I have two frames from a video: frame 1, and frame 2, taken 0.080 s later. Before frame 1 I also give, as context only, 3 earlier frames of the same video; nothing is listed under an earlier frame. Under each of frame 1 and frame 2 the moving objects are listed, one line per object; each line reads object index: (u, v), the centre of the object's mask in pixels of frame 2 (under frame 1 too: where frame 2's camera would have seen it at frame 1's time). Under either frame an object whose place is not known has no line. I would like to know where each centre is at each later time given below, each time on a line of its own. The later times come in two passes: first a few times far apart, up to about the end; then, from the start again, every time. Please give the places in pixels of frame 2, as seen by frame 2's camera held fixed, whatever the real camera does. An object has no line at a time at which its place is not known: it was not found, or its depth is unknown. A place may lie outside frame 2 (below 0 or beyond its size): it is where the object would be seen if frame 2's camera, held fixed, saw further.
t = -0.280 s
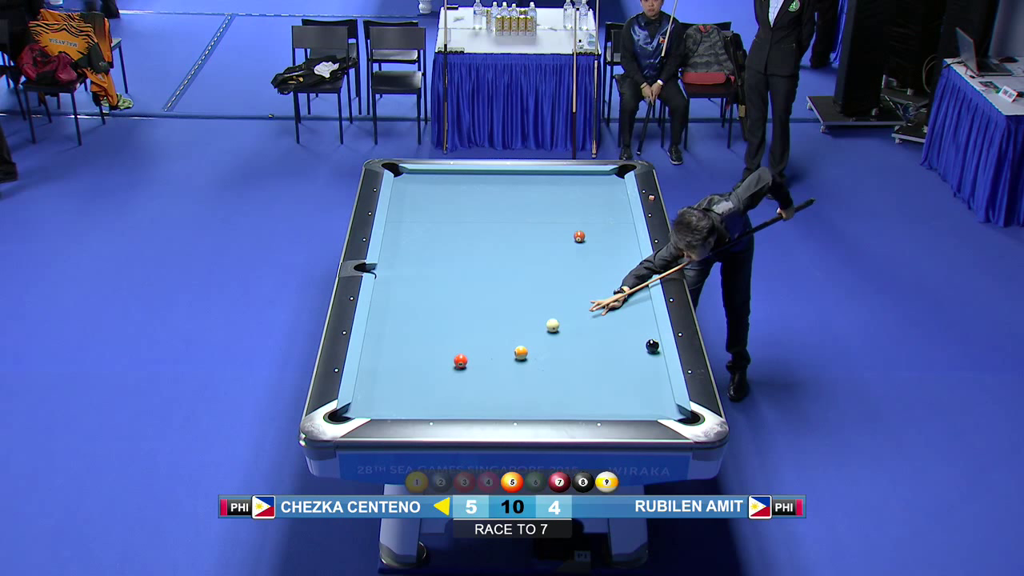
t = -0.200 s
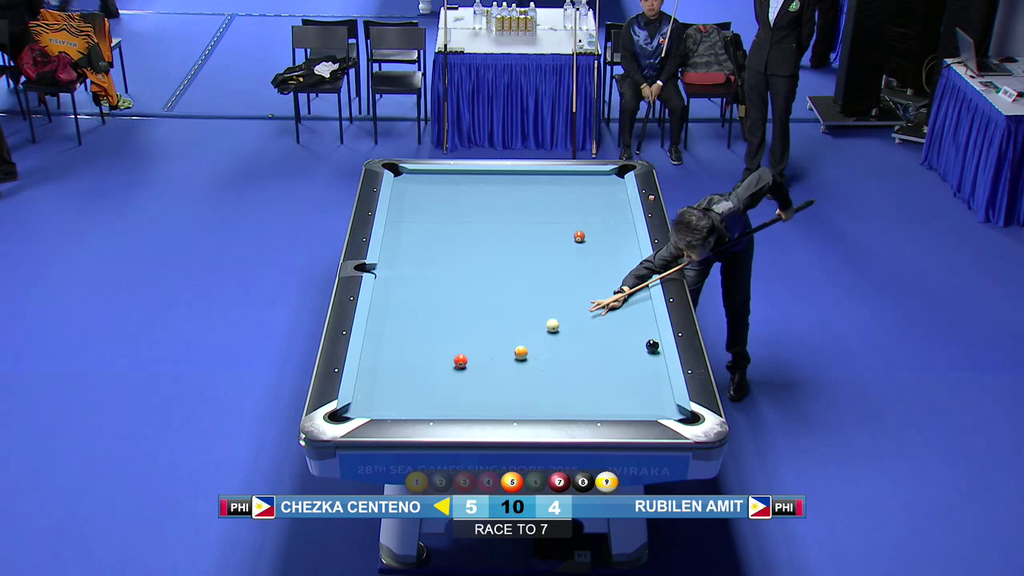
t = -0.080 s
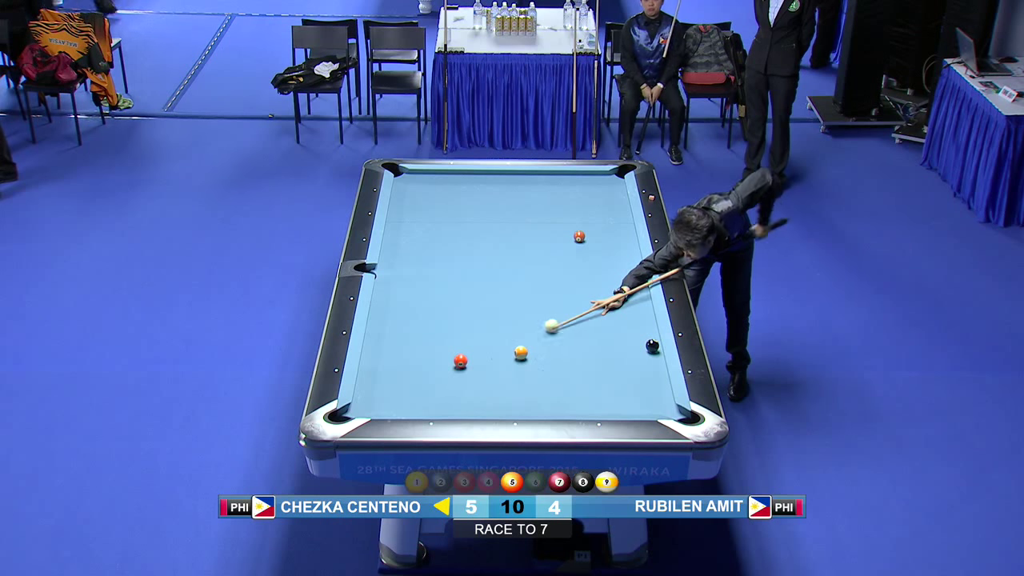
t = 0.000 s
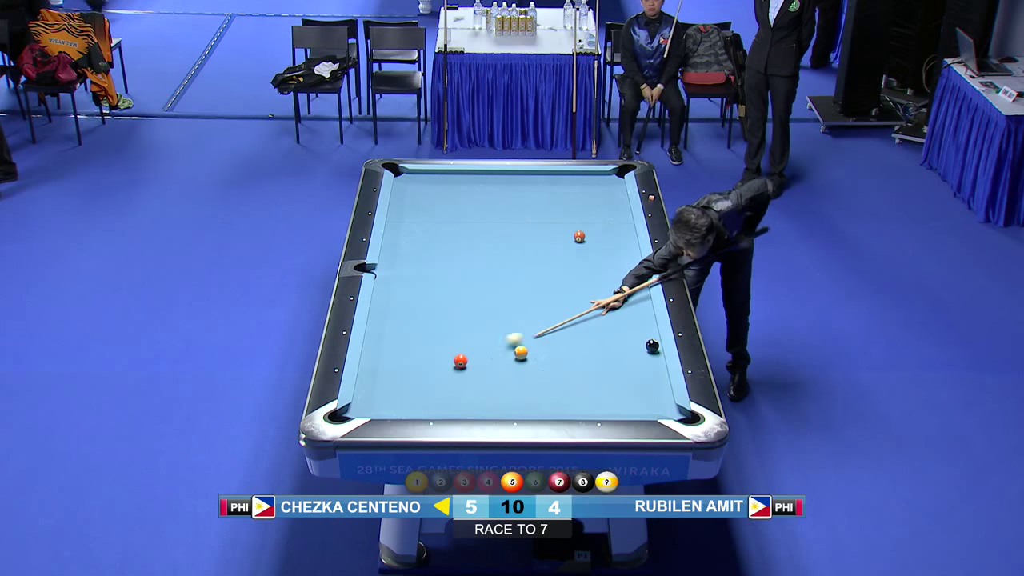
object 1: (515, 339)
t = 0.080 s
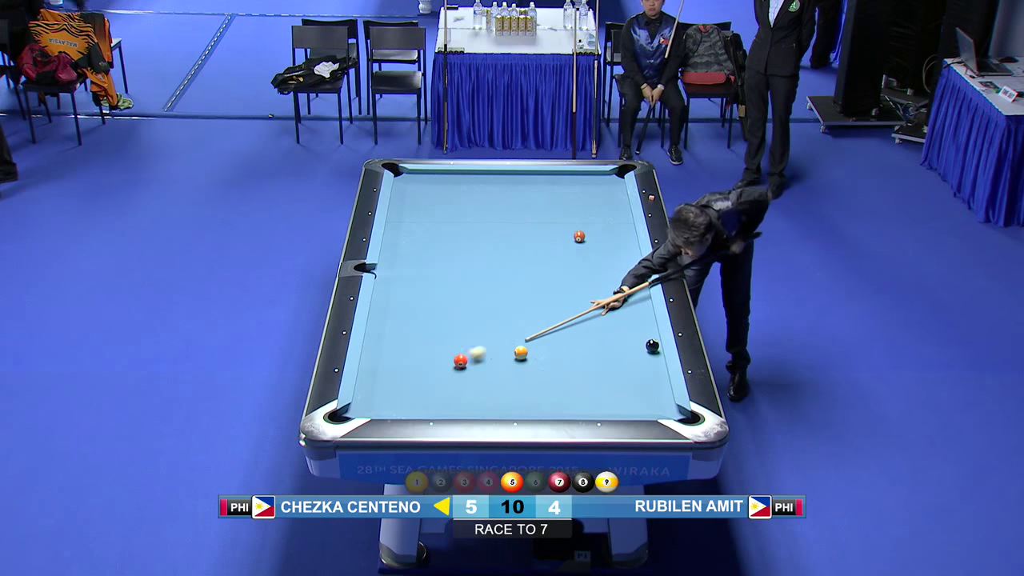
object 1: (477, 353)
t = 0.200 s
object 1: (469, 354)
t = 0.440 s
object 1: (473, 348)
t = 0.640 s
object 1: (476, 343)
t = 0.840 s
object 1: (479, 339)
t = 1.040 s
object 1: (482, 335)
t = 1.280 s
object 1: (486, 331)
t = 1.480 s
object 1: (488, 328)
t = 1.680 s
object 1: (491, 325)
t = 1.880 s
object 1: (492, 323)
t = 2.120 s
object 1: (494, 320)
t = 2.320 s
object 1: (495, 319)
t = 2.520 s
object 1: (496, 318)
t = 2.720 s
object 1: (497, 317)
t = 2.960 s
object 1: (498, 316)
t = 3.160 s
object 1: (498, 316)
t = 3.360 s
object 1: (498, 316)
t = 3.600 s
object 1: (498, 316)
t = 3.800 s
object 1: (498, 316)
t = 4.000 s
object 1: (498, 316)
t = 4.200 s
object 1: (498, 316)
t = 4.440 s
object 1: (498, 316)
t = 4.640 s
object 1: (498, 316)
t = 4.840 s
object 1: (498, 316)
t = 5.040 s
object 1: (498, 316)
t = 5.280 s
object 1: (498, 316)
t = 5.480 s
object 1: (498, 316)
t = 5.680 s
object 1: (498, 316)
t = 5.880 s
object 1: (498, 316)
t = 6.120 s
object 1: (498, 316)
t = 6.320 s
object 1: (498, 316)
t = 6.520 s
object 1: (498, 316)
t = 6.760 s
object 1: (498, 316)
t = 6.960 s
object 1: (498, 316)
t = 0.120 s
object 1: (470, 355)
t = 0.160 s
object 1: (469, 355)
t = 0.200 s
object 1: (469, 354)
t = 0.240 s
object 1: (469, 353)
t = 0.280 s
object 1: (470, 352)
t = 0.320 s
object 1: (470, 351)
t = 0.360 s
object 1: (471, 350)
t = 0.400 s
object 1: (472, 349)
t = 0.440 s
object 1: (473, 348)
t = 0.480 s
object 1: (474, 347)
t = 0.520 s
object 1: (474, 346)
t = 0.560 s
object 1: (475, 345)
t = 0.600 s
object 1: (476, 344)
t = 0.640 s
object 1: (476, 343)
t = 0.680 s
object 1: (477, 342)
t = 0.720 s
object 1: (478, 341)
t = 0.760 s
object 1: (478, 340)
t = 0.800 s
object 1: (479, 340)
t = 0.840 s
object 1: (479, 339)
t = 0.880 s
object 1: (480, 338)
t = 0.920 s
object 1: (481, 337)
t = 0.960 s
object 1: (481, 337)
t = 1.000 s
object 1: (482, 336)
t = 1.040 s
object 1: (482, 335)
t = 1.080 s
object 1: (483, 334)
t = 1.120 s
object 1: (484, 334)
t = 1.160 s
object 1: (484, 333)
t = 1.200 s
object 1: (485, 332)
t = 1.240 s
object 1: (485, 332)
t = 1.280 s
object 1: (486, 331)
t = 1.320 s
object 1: (486, 330)
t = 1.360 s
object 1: (487, 330)
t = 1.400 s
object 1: (487, 329)
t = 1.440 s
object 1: (488, 328)
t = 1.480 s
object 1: (488, 328)
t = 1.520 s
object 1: (489, 327)
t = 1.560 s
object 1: (489, 327)
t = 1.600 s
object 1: (490, 326)
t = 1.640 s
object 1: (490, 326)
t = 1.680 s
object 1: (491, 325)
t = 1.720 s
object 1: (491, 324)
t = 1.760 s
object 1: (491, 324)
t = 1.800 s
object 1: (492, 324)
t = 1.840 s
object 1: (492, 323)
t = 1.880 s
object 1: (492, 323)
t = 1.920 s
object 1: (492, 322)
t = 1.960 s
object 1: (493, 322)
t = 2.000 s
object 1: (493, 321)
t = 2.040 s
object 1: (493, 321)
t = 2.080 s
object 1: (494, 321)
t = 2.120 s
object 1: (494, 320)
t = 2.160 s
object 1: (494, 320)
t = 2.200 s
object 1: (494, 320)
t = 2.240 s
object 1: (495, 319)
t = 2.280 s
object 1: (495, 319)
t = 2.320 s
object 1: (495, 319)
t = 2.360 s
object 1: (495, 318)
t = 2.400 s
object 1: (496, 318)
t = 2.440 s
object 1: (496, 318)
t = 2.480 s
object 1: (496, 318)
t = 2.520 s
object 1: (496, 318)
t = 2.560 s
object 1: (496, 317)
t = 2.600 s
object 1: (497, 317)
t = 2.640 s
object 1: (497, 317)
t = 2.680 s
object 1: (497, 317)
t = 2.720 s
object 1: (497, 317)
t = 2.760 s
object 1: (497, 316)
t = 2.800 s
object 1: (497, 316)
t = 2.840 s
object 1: (498, 316)
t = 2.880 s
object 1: (498, 316)
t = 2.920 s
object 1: (498, 316)
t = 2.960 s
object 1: (498, 316)
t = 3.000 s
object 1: (498, 316)
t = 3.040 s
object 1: (498, 315)
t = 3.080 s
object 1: (498, 315)
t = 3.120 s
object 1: (498, 316)
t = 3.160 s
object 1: (498, 316)
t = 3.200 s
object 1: (498, 315)
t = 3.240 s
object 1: (498, 316)
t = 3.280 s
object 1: (498, 316)
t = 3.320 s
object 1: (498, 316)
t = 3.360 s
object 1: (498, 316)
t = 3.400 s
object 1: (498, 316)
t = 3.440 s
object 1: (498, 316)
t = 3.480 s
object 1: (498, 316)
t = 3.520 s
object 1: (498, 316)
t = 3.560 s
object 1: (498, 316)
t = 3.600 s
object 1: (498, 316)
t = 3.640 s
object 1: (498, 316)
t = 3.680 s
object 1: (498, 316)
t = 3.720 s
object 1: (498, 316)
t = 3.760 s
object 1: (498, 316)
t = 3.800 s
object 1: (498, 316)
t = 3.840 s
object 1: (498, 316)
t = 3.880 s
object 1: (498, 316)
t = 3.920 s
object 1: (498, 316)
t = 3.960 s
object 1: (498, 316)
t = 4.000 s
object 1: (498, 316)
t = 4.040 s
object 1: (498, 316)
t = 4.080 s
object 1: (498, 316)
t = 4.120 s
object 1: (498, 316)
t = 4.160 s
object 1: (498, 316)
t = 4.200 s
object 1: (498, 316)
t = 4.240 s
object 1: (498, 316)
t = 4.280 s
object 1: (498, 316)
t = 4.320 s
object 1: (498, 316)
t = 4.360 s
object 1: (498, 316)
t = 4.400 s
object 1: (498, 316)
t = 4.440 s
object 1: (498, 316)
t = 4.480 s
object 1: (498, 316)
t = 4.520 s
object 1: (498, 316)
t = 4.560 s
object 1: (498, 316)
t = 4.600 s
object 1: (498, 316)
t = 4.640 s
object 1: (498, 316)
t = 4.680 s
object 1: (498, 316)
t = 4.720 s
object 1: (498, 316)
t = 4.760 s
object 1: (498, 316)
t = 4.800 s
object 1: (498, 316)
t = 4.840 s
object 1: (498, 316)
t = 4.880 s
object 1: (498, 316)
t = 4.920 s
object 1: (498, 316)
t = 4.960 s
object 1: (498, 316)
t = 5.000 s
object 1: (498, 316)
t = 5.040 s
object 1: (498, 316)
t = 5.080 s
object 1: (498, 316)
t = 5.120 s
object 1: (498, 316)
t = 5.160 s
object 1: (498, 316)
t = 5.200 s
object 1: (498, 316)
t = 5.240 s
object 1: (498, 316)
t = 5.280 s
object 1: (498, 316)
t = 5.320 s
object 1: (498, 316)
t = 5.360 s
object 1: (498, 316)
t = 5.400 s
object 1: (498, 316)
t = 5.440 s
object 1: (498, 316)
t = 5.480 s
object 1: (498, 316)
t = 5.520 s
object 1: (498, 316)
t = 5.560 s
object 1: (498, 316)
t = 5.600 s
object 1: (498, 316)
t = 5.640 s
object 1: (498, 316)
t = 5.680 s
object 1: (498, 316)
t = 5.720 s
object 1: (498, 316)
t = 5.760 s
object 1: (498, 316)
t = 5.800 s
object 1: (498, 316)
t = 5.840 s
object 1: (498, 316)
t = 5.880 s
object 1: (498, 316)
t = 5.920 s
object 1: (498, 316)
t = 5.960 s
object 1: (498, 316)
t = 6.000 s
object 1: (498, 316)
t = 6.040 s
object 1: (498, 316)
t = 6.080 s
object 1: (498, 316)
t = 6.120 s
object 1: (498, 316)
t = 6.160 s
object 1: (498, 316)
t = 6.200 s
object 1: (498, 316)
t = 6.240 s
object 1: (498, 316)
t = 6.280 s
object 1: (498, 316)
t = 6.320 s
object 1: (498, 316)
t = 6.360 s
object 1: (498, 316)
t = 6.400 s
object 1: (498, 316)
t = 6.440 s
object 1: (498, 316)
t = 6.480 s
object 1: (498, 316)
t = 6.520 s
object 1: (498, 316)
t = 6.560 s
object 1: (498, 316)
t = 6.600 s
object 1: (498, 316)
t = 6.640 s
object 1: (498, 316)
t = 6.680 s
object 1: (498, 316)
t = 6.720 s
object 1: (498, 316)
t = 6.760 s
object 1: (498, 316)
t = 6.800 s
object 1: (498, 316)
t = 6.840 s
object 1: (498, 316)
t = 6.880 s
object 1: (498, 316)
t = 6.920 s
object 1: (498, 316)
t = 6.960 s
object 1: (498, 316)
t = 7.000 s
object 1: (498, 316)
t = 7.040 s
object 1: (498, 316)
